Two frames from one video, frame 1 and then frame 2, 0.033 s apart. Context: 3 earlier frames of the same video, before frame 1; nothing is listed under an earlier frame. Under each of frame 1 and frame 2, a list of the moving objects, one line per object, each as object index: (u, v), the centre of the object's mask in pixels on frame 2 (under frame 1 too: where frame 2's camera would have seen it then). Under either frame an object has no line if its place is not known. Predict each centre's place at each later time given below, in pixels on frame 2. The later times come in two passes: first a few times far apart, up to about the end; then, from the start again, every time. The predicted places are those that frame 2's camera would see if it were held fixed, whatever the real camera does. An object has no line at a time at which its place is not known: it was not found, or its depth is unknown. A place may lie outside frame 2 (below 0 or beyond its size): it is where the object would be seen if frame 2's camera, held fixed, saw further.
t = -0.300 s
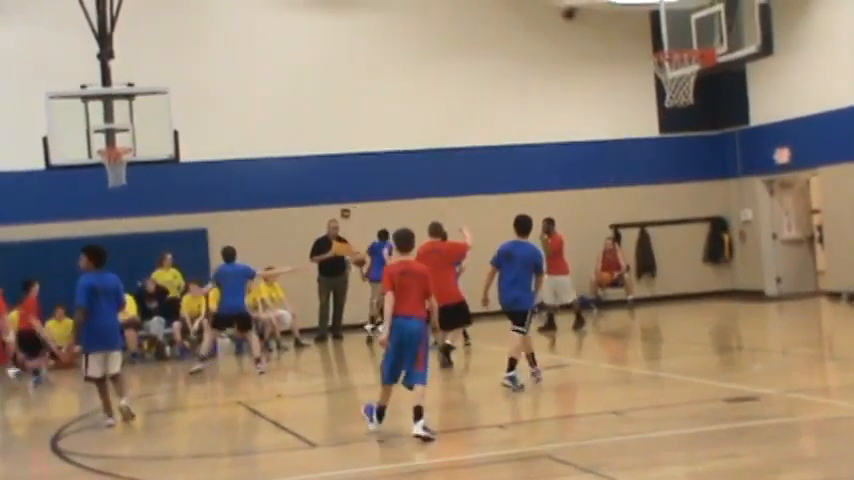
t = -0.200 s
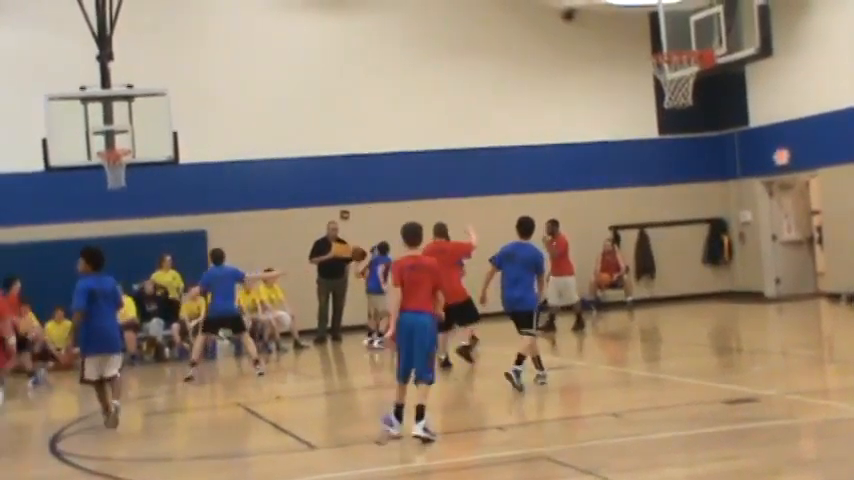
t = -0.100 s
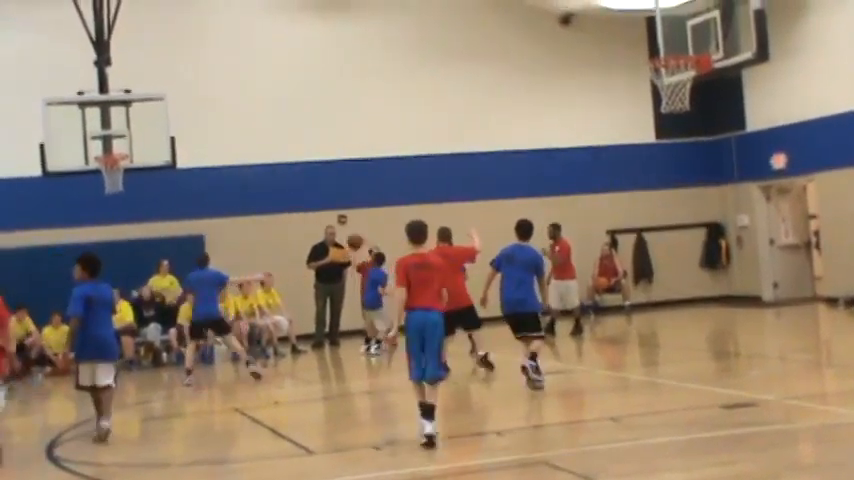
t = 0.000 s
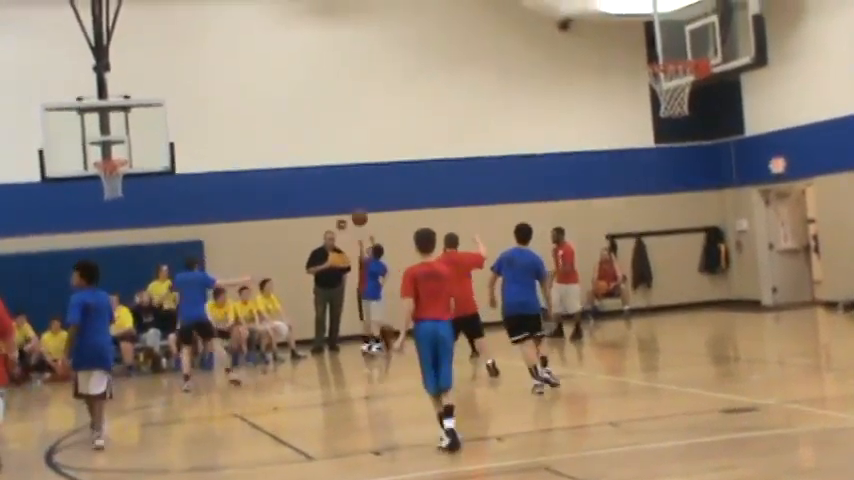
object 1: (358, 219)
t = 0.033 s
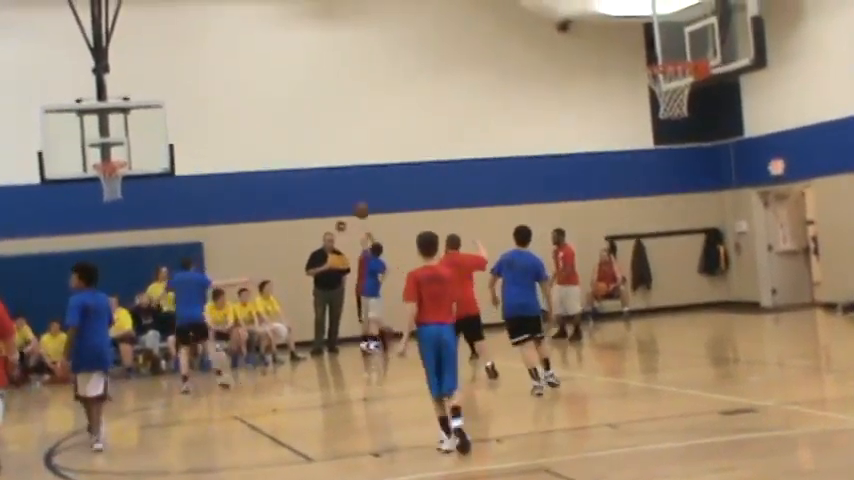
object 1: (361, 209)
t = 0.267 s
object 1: (385, 165)
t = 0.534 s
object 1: (419, 157)
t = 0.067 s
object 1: (365, 201)
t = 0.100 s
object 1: (368, 194)
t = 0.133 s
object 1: (371, 186)
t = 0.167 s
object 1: (375, 179)
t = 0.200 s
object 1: (378, 175)
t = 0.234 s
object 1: (381, 172)
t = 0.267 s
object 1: (385, 165)
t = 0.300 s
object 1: (389, 162)
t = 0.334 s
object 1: (393, 159)
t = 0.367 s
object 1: (397, 157)
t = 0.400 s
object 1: (401, 155)
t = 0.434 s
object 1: (405, 155)
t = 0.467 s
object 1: (410, 155)
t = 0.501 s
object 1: (414, 156)
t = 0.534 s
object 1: (419, 157)
